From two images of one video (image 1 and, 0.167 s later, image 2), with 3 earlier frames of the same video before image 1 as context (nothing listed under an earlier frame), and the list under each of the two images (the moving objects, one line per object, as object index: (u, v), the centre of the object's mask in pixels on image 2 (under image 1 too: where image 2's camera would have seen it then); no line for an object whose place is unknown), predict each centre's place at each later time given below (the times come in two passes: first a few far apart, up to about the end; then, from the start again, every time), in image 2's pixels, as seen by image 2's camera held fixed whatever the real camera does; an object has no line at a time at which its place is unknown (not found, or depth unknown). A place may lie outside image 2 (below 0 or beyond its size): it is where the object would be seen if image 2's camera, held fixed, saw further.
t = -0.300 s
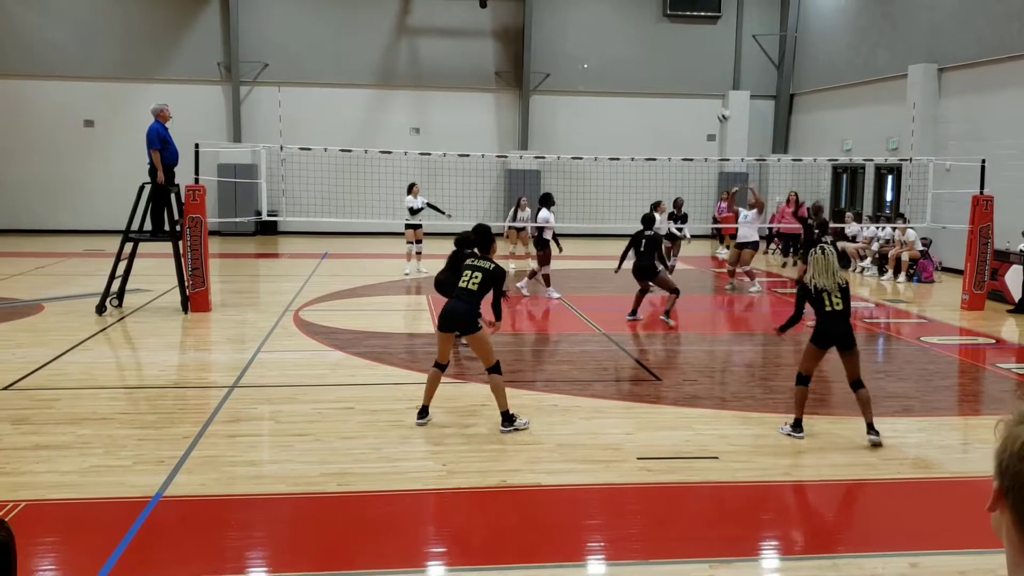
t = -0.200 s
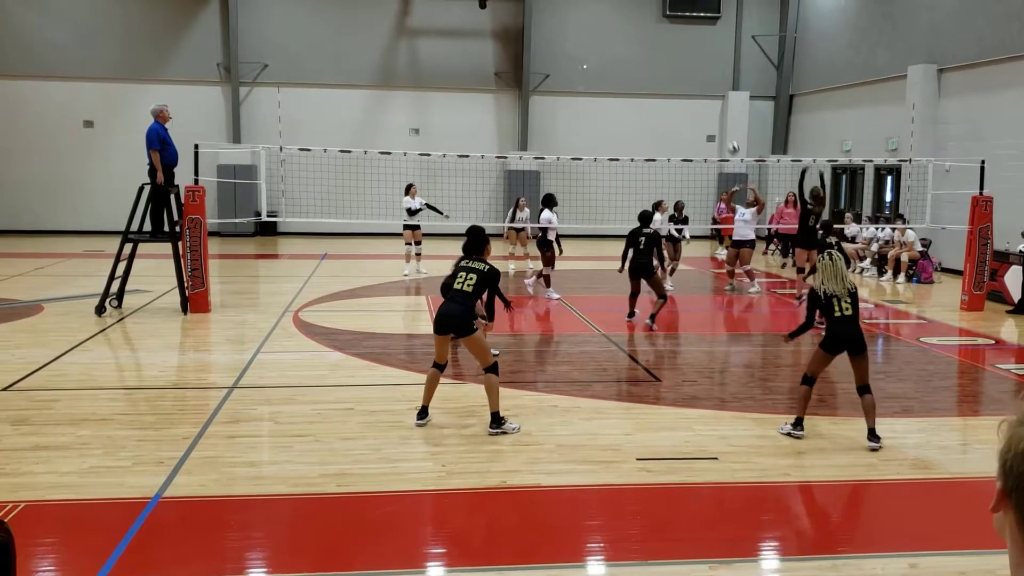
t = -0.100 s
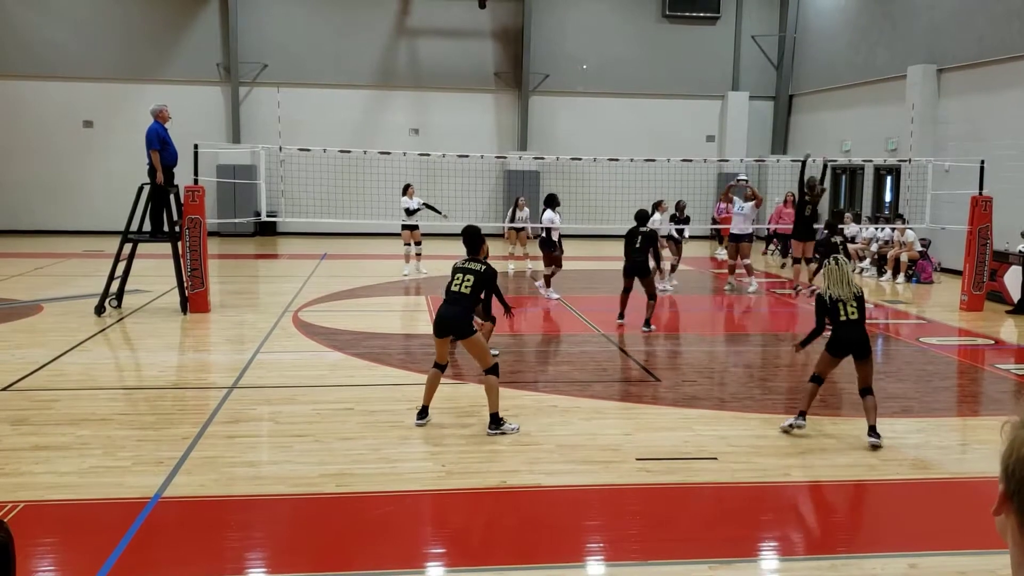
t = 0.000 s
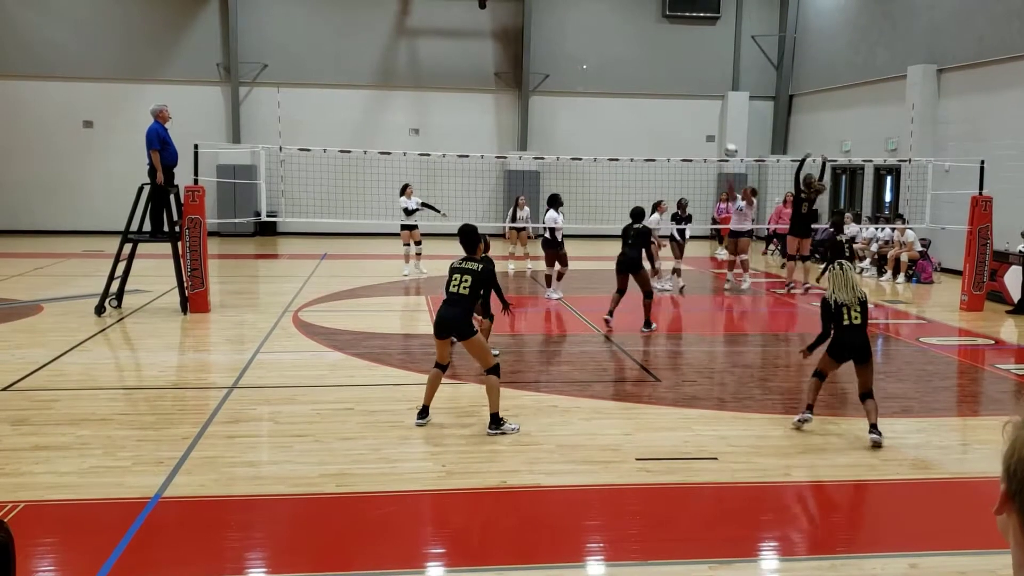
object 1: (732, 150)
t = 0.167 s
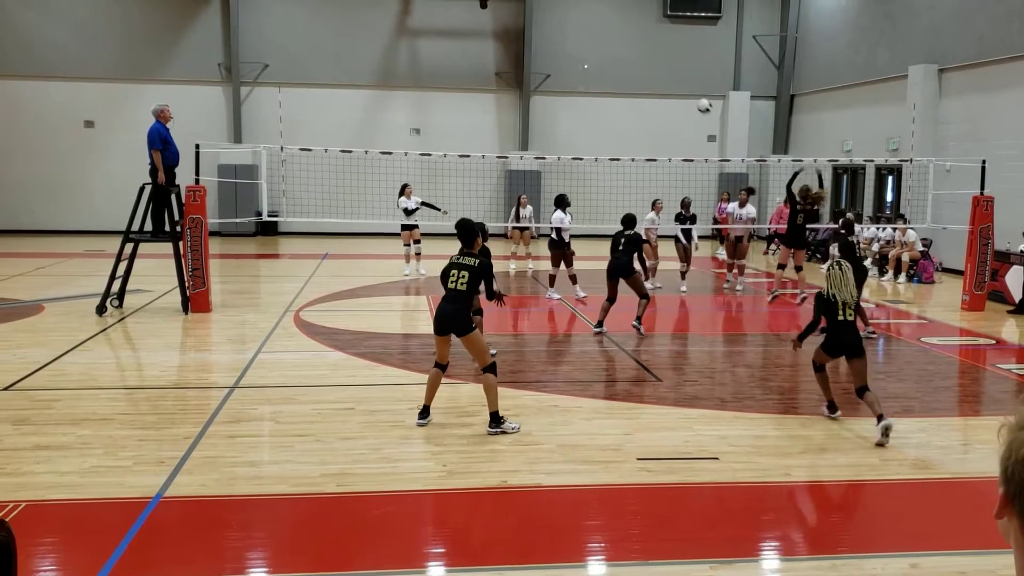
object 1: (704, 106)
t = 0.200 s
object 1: (698, 99)
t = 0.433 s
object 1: (654, 64)
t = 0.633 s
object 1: (607, 64)
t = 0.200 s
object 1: (698, 99)
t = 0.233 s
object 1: (692, 92)
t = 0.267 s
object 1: (686, 85)
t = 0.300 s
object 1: (680, 80)
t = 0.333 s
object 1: (674, 75)
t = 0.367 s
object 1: (667, 70)
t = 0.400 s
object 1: (661, 67)
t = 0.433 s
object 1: (654, 64)
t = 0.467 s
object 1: (646, 62)
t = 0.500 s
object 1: (638, 60)
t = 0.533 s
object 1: (631, 60)
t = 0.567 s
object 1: (624, 60)
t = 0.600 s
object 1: (615, 62)
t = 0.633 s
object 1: (607, 64)
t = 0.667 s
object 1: (598, 67)
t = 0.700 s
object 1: (590, 71)
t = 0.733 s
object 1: (581, 77)
